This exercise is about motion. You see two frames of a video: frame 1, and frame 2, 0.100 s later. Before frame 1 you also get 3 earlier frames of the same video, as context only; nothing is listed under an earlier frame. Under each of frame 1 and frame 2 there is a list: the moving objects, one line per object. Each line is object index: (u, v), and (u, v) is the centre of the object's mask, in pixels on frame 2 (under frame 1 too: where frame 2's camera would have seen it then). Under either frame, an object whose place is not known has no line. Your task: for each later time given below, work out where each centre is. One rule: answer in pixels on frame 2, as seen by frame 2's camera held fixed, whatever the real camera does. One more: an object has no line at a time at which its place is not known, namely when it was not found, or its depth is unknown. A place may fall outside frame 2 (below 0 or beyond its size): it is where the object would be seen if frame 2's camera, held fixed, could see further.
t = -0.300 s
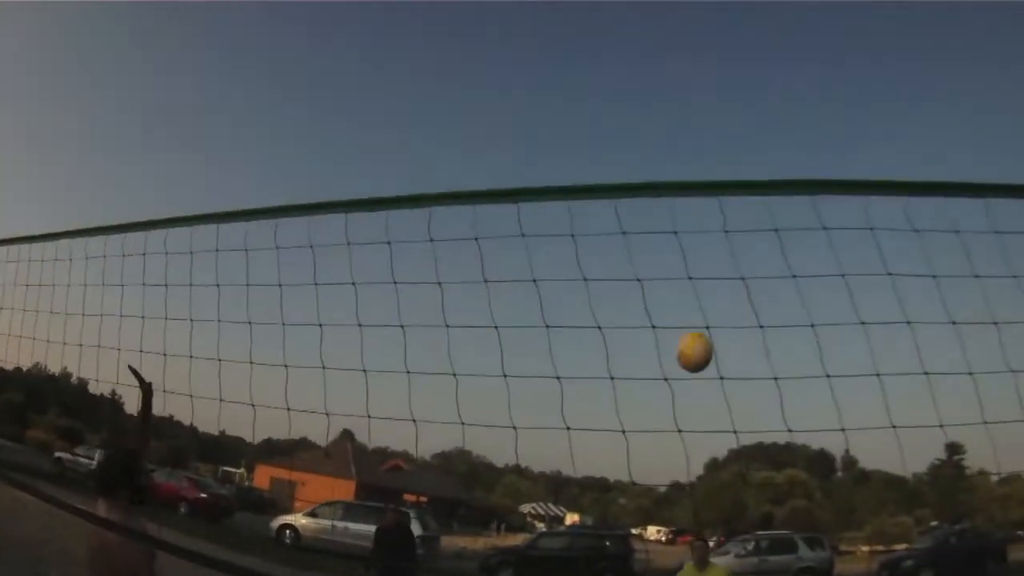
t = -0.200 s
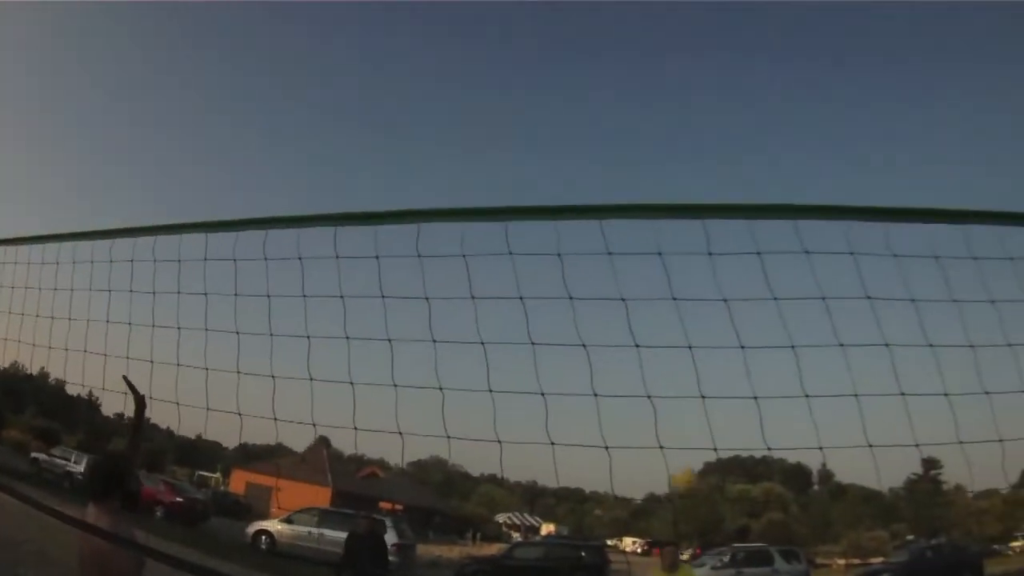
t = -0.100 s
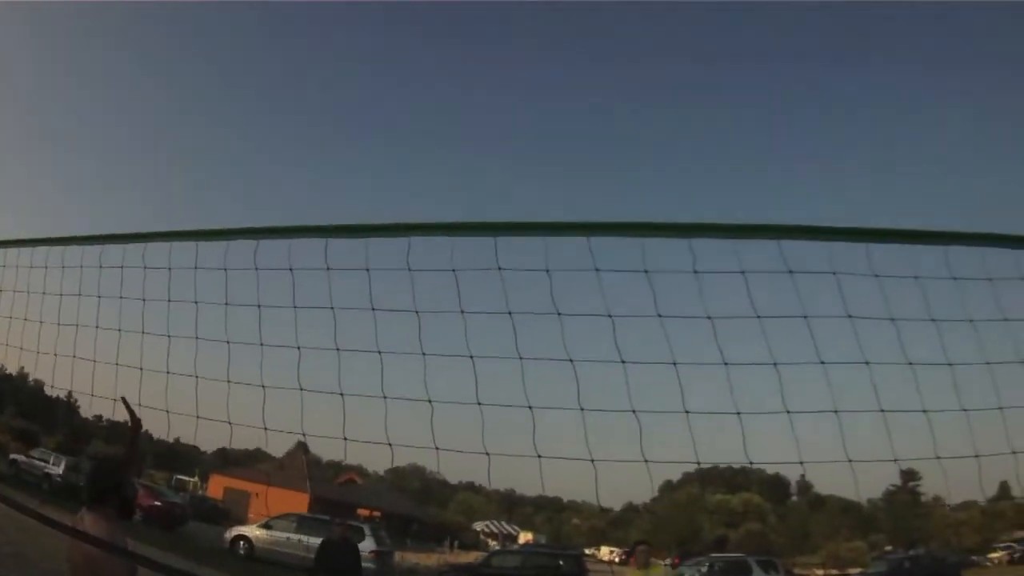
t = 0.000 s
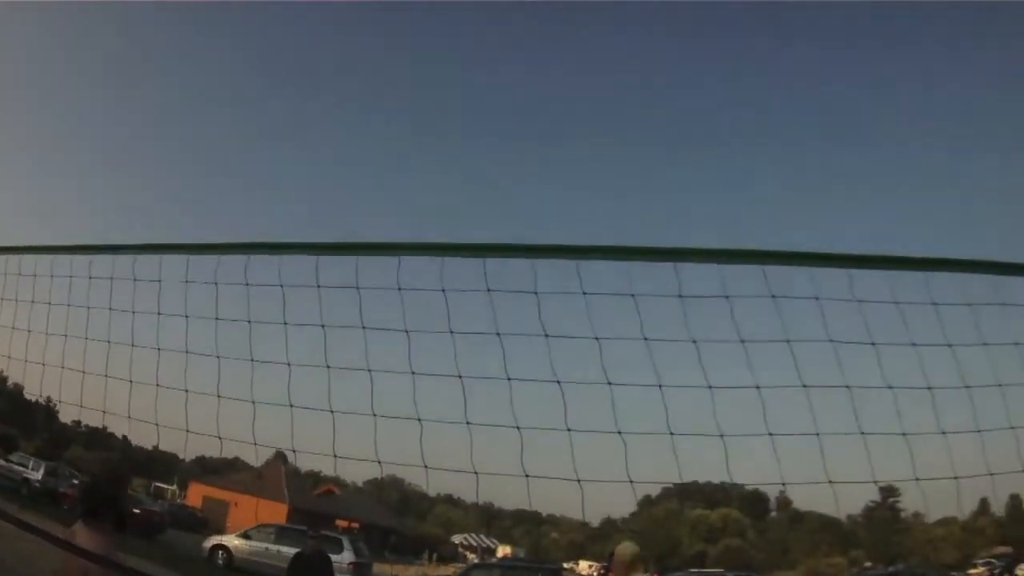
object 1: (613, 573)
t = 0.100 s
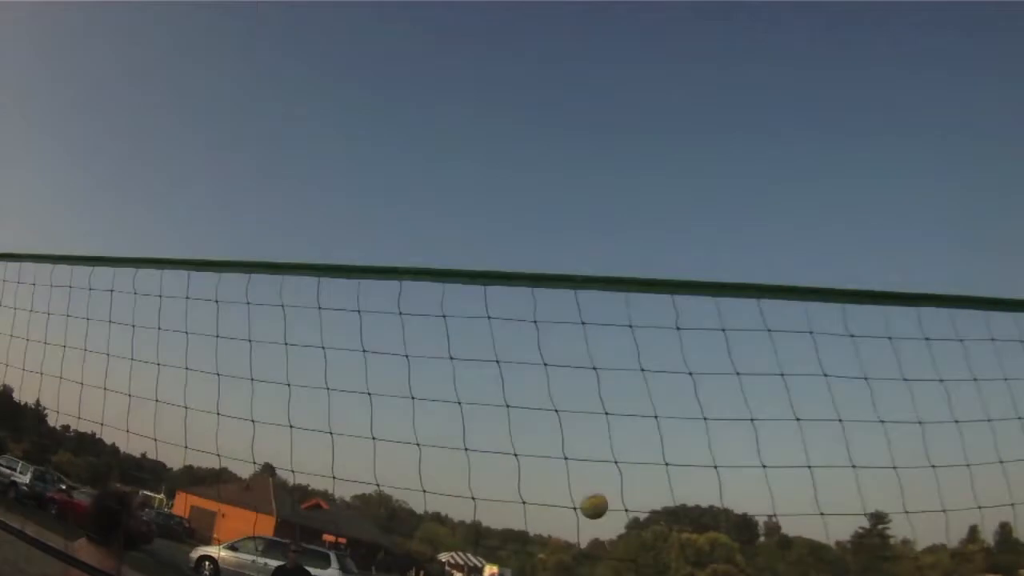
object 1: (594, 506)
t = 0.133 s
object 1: (586, 483)
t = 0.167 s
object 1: (577, 460)
